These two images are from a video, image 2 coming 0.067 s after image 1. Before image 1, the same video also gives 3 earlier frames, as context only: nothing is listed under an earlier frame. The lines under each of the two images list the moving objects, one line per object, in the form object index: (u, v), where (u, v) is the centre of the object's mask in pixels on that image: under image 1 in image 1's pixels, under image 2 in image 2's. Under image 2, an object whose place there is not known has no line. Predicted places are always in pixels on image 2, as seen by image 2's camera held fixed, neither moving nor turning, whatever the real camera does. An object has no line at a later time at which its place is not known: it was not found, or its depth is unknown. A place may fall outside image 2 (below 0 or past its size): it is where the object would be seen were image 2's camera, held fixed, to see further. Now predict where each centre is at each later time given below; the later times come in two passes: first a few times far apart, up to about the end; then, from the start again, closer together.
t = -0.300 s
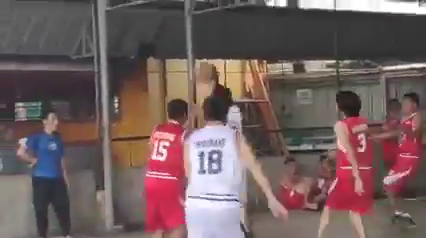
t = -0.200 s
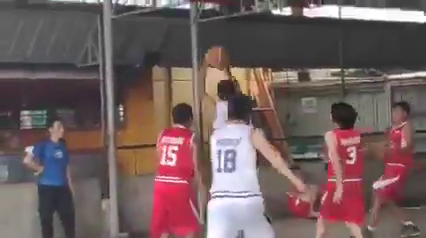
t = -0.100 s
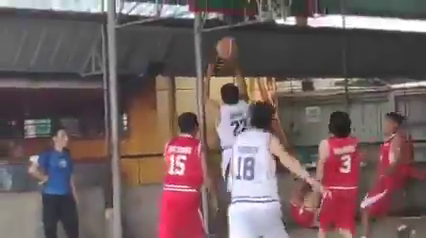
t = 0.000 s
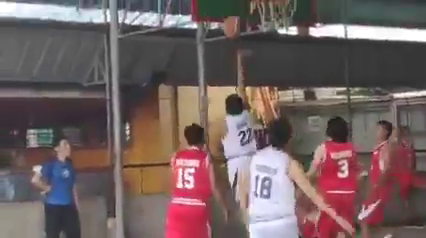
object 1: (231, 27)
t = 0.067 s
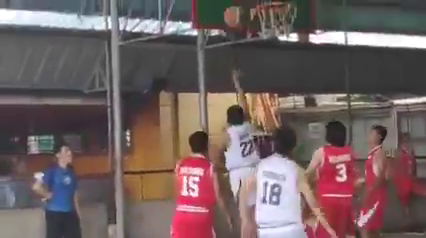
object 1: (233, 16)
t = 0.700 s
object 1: (290, 18)
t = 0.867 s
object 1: (289, 33)
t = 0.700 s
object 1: (290, 18)
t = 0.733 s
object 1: (289, 19)
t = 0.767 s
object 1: (290, 26)
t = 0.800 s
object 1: (291, 26)
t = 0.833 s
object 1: (290, 28)
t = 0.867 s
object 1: (289, 33)
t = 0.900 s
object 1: (289, 35)
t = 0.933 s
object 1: (288, 39)
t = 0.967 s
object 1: (287, 46)
